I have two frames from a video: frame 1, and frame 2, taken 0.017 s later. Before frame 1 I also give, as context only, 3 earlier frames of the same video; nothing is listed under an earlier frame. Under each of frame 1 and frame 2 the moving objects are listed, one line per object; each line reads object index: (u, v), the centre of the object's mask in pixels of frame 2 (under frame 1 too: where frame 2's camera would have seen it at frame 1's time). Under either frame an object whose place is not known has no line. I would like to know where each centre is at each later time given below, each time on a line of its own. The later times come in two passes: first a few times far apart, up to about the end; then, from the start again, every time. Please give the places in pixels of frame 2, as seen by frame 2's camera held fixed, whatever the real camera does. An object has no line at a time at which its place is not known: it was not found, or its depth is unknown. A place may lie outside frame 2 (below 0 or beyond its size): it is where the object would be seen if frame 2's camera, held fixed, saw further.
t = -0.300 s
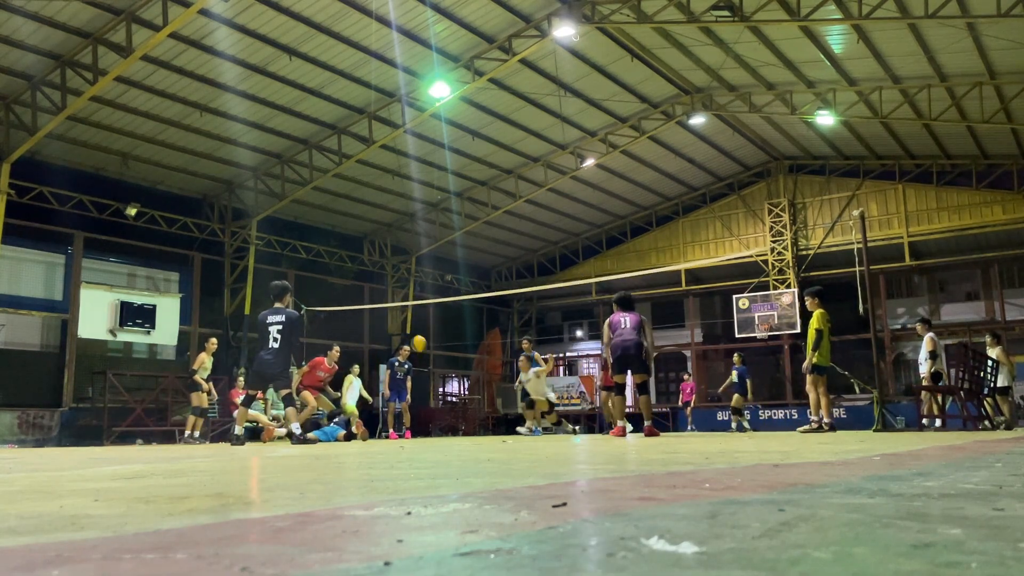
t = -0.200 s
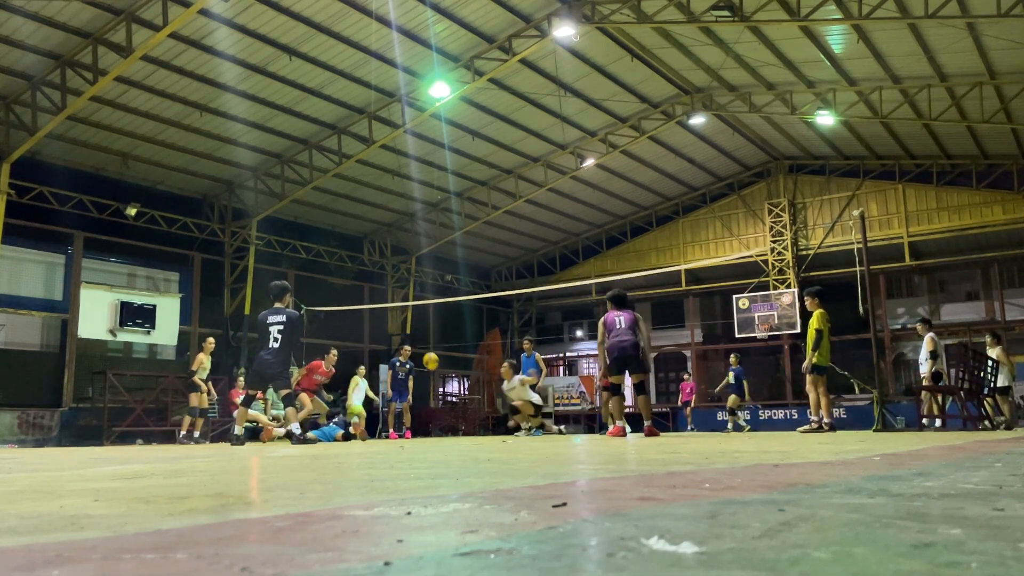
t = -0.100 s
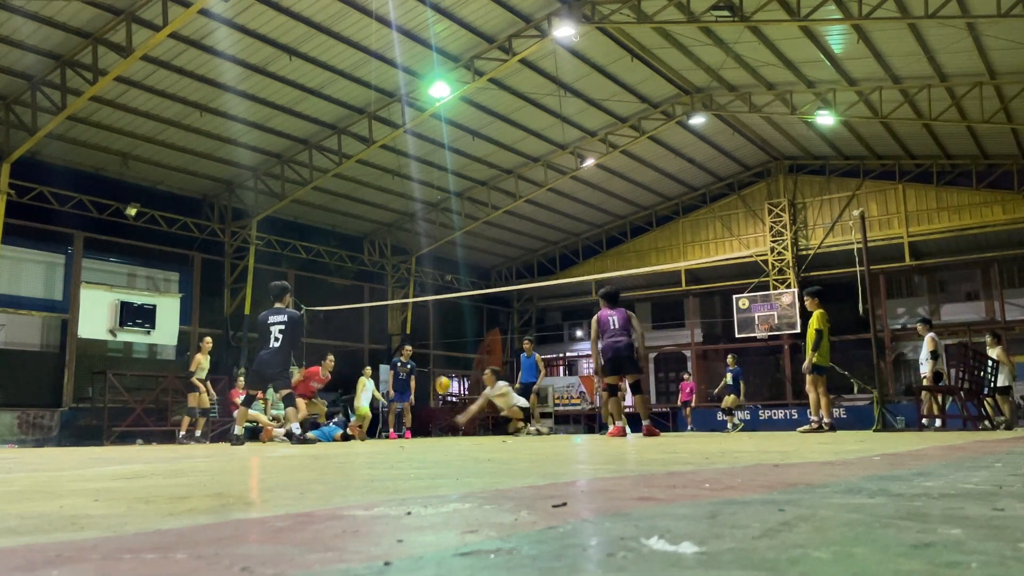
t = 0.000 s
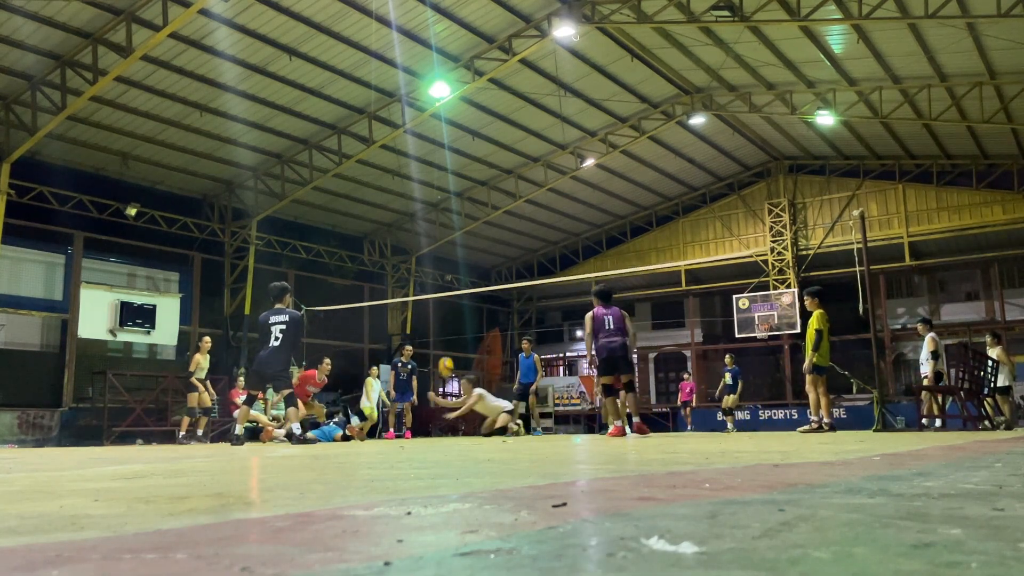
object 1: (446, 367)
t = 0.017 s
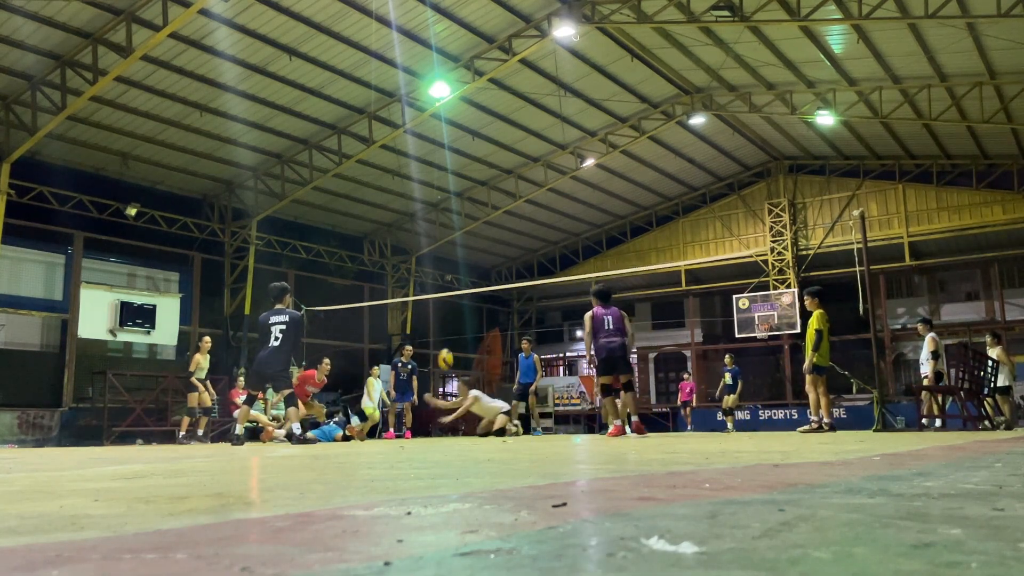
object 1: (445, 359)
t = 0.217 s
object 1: (440, 278)
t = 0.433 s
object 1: (437, 223)
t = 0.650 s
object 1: (434, 200)
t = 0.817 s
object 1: (431, 204)
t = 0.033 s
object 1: (445, 351)
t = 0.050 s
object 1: (444, 343)
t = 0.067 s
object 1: (444, 336)
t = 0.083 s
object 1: (443, 329)
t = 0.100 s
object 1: (443, 322)
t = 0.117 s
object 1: (443, 315)
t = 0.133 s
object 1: (442, 309)
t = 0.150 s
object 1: (442, 302)
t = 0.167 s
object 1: (441, 296)
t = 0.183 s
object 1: (441, 289)
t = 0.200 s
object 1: (441, 284)
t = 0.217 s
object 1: (440, 278)
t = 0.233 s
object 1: (440, 273)
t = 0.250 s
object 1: (440, 267)
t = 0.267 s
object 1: (439, 263)
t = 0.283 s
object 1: (439, 258)
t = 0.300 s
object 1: (439, 253)
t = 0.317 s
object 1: (439, 248)
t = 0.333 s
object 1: (438, 244)
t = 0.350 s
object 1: (438, 240)
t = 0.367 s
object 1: (438, 236)
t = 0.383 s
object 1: (438, 233)
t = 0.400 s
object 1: (437, 229)
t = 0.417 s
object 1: (437, 226)
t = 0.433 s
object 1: (437, 223)
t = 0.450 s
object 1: (437, 220)
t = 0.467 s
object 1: (436, 217)
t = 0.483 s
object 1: (436, 215)
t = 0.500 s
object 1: (436, 212)
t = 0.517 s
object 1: (436, 210)
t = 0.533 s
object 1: (435, 208)
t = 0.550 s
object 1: (435, 206)
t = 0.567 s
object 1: (435, 205)
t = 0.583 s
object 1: (435, 203)
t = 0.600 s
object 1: (435, 202)
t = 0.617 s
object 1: (434, 201)
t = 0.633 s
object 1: (434, 200)
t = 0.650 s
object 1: (434, 200)
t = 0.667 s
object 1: (434, 199)
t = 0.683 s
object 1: (434, 199)
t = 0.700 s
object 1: (433, 199)
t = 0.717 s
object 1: (433, 199)
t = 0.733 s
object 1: (433, 200)
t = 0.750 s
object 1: (432, 201)
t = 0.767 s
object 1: (432, 201)
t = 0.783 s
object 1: (432, 202)
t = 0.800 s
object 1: (432, 203)
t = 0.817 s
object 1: (431, 204)
